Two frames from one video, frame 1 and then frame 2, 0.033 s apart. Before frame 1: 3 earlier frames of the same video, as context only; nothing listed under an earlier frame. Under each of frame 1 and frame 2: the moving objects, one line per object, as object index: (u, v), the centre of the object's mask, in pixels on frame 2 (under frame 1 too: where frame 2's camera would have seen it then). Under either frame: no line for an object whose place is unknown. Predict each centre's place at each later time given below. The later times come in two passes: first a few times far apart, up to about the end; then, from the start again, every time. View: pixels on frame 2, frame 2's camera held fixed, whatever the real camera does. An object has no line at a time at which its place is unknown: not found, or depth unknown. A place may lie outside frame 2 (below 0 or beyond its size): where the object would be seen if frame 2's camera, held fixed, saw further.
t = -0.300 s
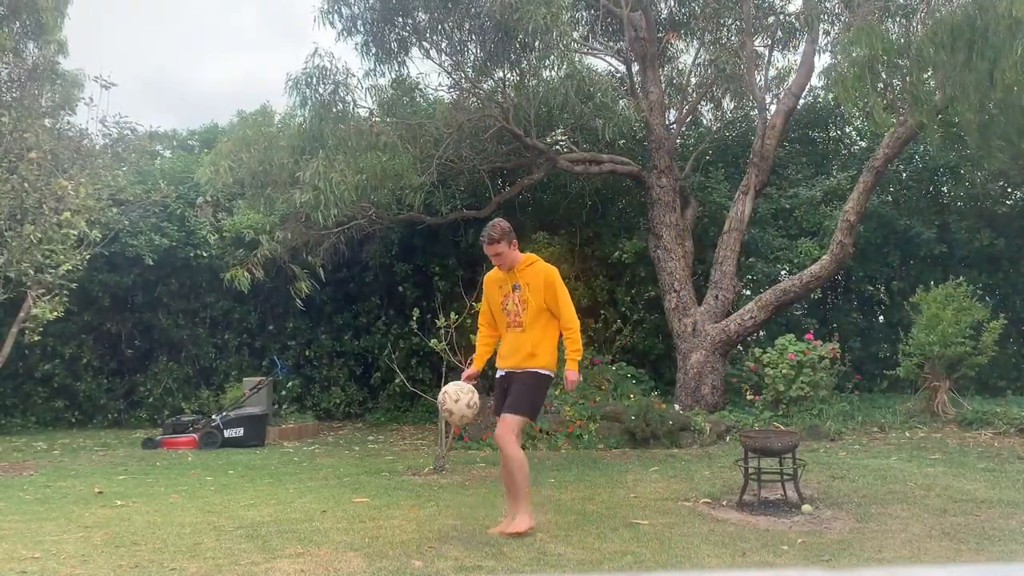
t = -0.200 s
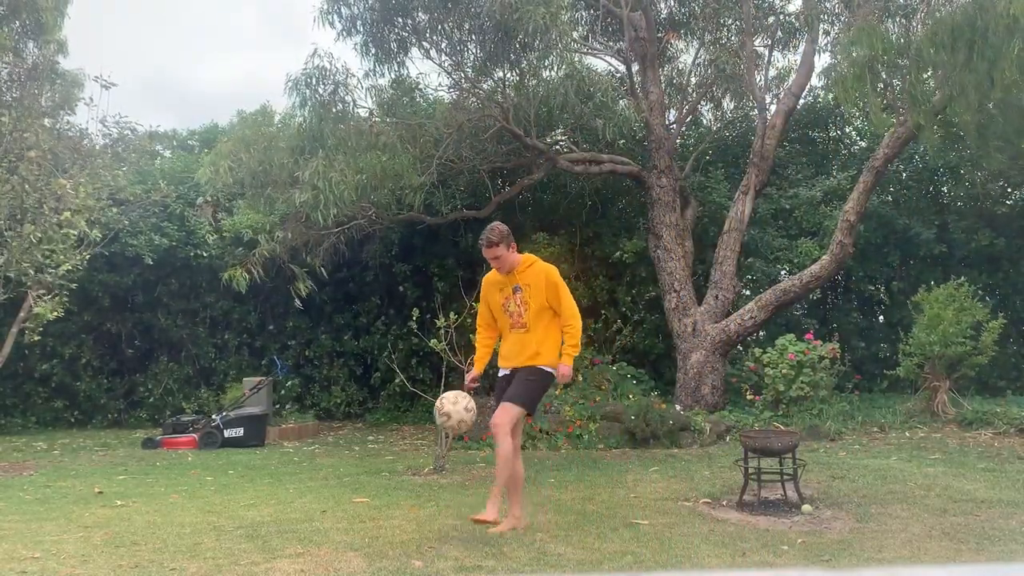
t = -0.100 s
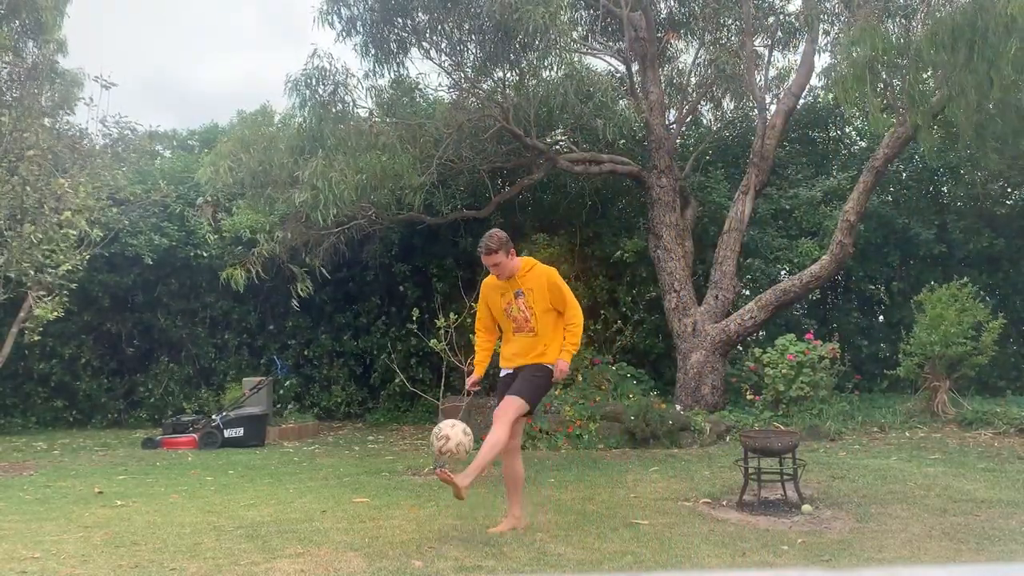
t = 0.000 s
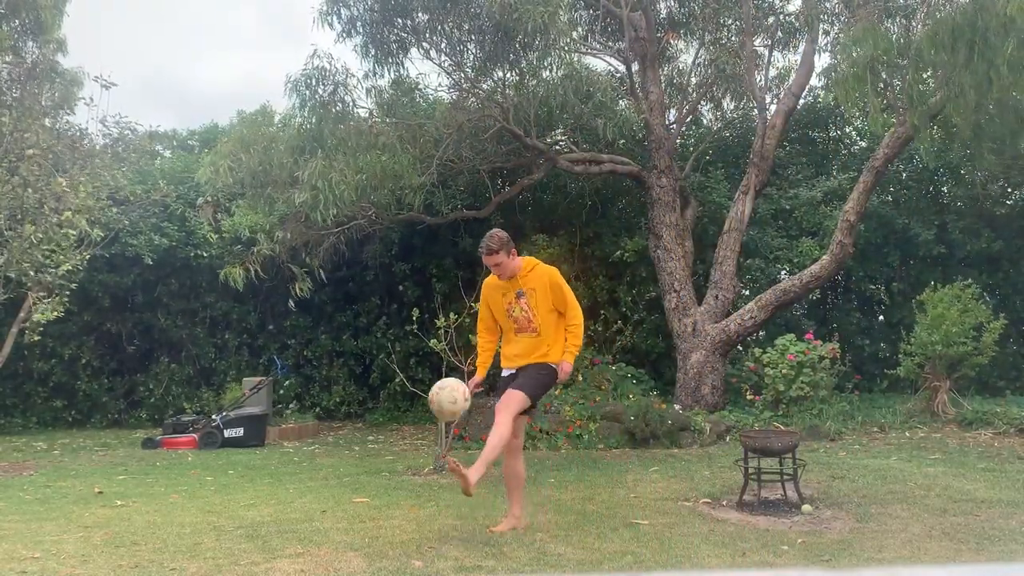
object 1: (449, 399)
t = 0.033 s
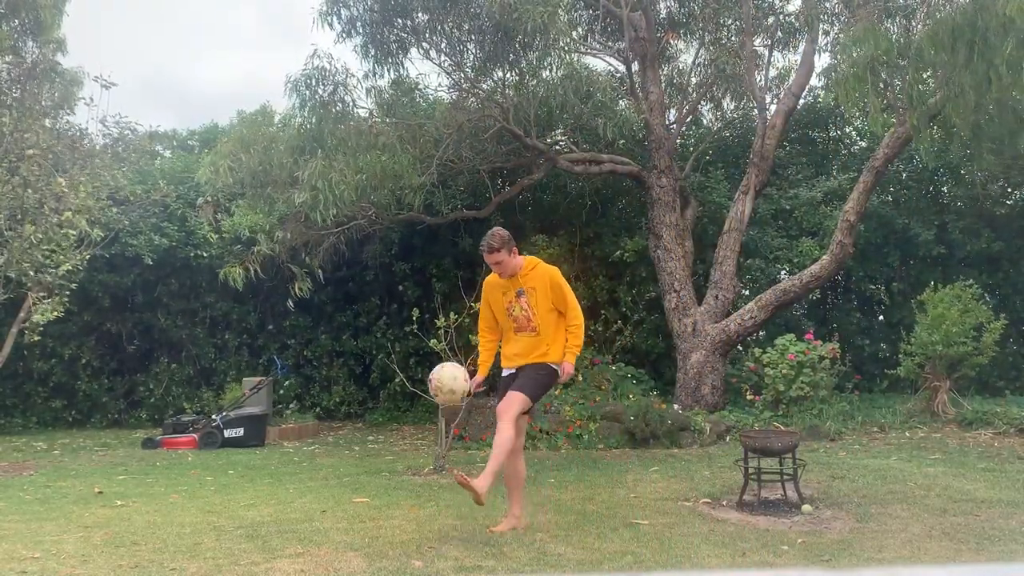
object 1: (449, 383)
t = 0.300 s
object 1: (444, 335)
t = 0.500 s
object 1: (442, 383)
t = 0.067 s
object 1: (448, 369)
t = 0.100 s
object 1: (448, 358)
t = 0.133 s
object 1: (447, 349)
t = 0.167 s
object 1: (446, 342)
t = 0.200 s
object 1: (446, 337)
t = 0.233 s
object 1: (445, 334)
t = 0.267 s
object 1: (445, 334)
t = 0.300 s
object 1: (444, 335)
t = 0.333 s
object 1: (444, 338)
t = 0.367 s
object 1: (443, 343)
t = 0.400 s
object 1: (443, 350)
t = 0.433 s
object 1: (442, 359)
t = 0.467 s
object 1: (442, 370)
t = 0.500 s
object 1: (442, 383)
